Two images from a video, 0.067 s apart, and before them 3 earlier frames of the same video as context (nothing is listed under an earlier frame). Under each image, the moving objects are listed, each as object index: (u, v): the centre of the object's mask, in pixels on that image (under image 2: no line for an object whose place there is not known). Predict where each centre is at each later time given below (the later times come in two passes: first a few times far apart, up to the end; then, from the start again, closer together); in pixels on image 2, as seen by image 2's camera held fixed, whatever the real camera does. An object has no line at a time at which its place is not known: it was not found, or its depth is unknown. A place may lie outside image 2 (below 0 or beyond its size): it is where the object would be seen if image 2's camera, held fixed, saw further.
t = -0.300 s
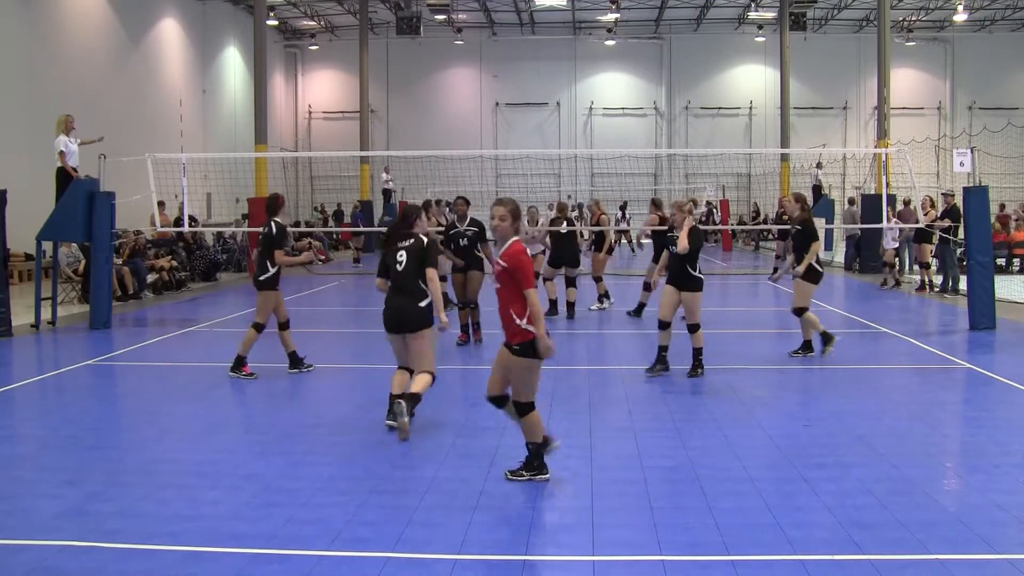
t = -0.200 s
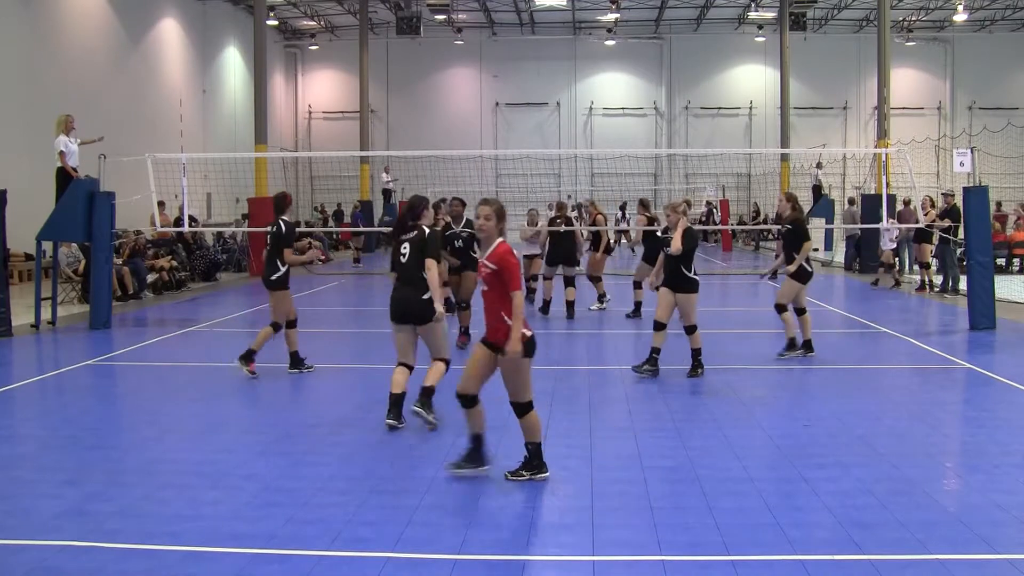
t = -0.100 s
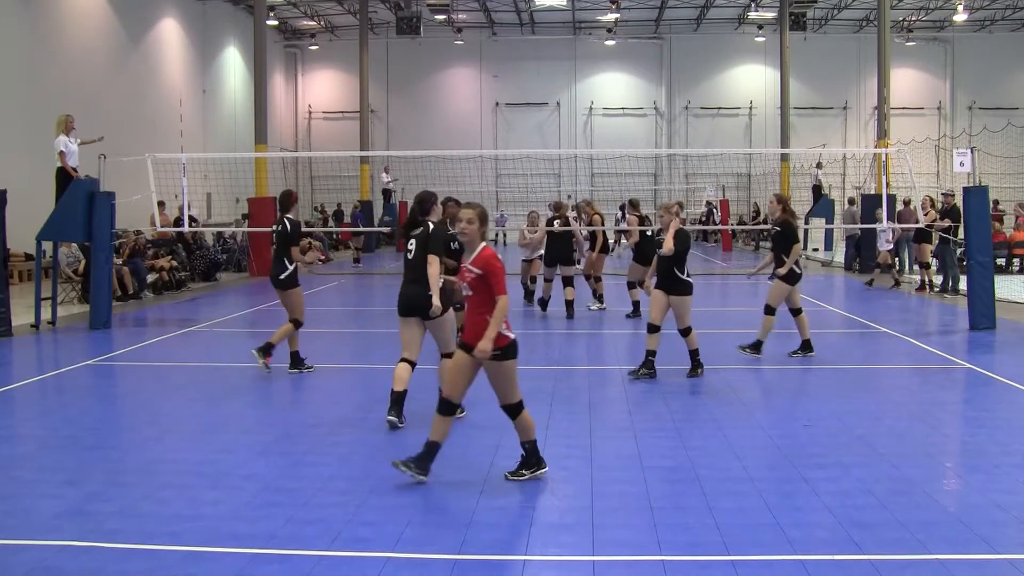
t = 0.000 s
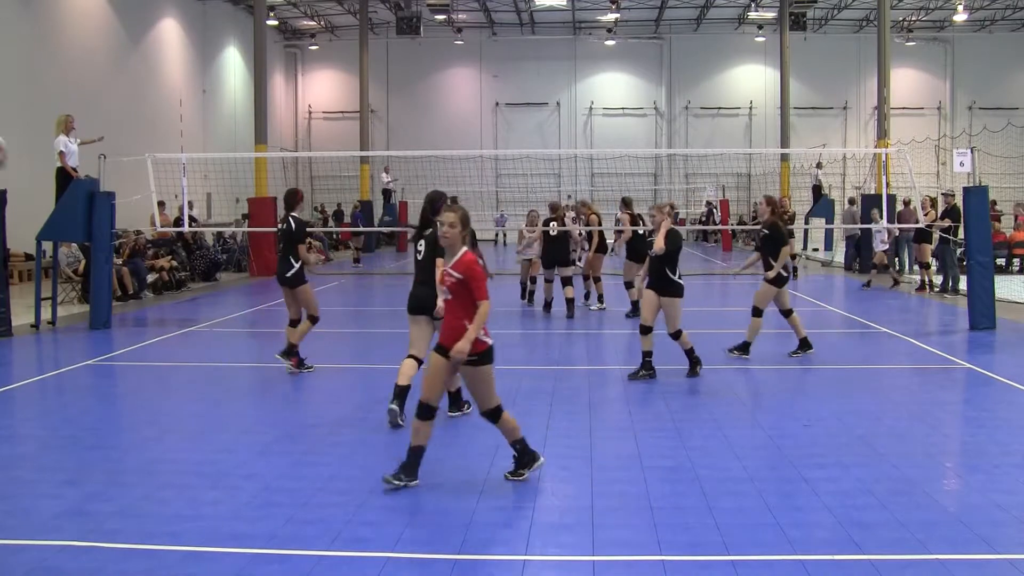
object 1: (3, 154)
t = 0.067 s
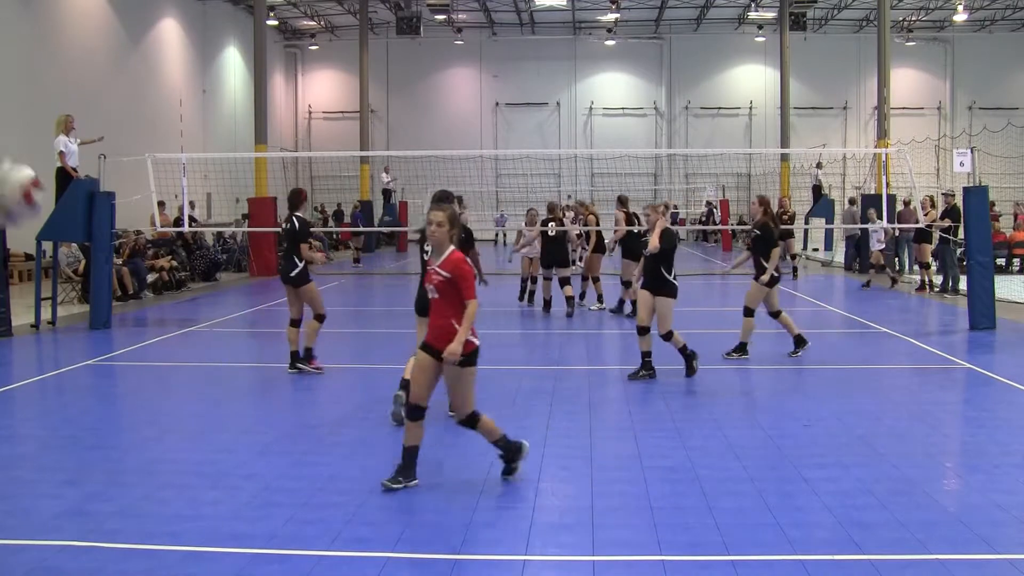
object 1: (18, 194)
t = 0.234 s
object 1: (95, 331)
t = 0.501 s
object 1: (194, 541)
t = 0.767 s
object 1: (177, 369)
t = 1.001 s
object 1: (165, 355)
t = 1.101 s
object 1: (163, 392)
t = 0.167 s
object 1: (64, 271)
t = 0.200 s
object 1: (79, 300)
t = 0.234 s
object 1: (95, 331)
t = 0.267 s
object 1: (111, 364)
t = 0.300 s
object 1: (128, 401)
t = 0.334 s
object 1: (143, 439)
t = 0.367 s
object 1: (158, 475)
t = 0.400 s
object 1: (174, 514)
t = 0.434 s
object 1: (188, 552)
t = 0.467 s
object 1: (197, 564)
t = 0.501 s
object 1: (194, 541)
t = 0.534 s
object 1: (192, 512)
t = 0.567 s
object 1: (189, 485)
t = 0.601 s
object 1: (187, 460)
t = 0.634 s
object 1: (185, 437)
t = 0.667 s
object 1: (183, 417)
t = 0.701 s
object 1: (181, 398)
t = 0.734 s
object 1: (179, 383)
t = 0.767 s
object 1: (177, 369)
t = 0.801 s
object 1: (175, 359)
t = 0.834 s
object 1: (174, 352)
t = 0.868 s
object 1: (172, 347)
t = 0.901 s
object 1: (170, 345)
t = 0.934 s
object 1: (168, 345)
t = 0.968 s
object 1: (167, 349)
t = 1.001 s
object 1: (165, 355)
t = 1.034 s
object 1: (165, 364)
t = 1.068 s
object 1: (164, 377)
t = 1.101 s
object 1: (163, 392)
